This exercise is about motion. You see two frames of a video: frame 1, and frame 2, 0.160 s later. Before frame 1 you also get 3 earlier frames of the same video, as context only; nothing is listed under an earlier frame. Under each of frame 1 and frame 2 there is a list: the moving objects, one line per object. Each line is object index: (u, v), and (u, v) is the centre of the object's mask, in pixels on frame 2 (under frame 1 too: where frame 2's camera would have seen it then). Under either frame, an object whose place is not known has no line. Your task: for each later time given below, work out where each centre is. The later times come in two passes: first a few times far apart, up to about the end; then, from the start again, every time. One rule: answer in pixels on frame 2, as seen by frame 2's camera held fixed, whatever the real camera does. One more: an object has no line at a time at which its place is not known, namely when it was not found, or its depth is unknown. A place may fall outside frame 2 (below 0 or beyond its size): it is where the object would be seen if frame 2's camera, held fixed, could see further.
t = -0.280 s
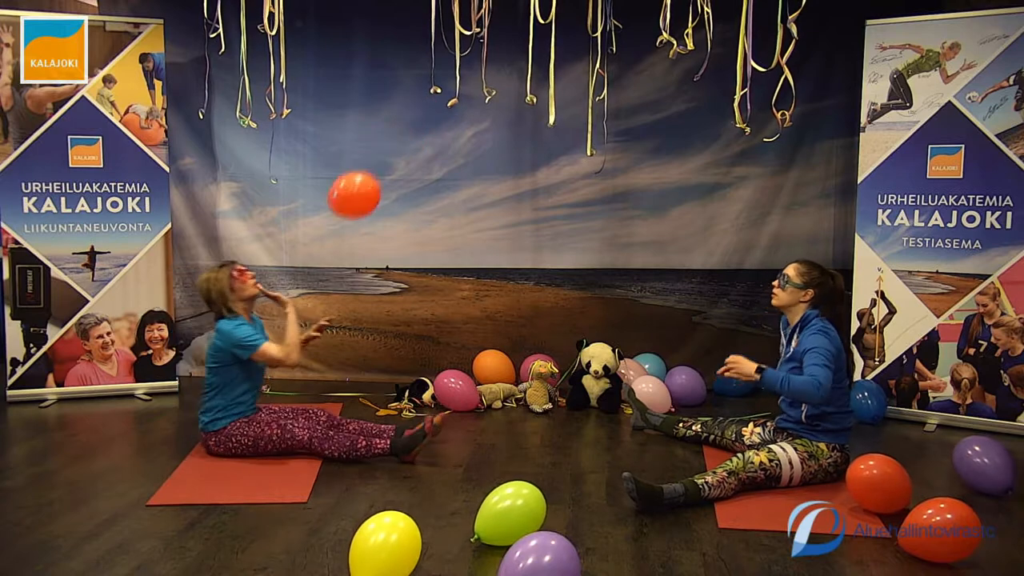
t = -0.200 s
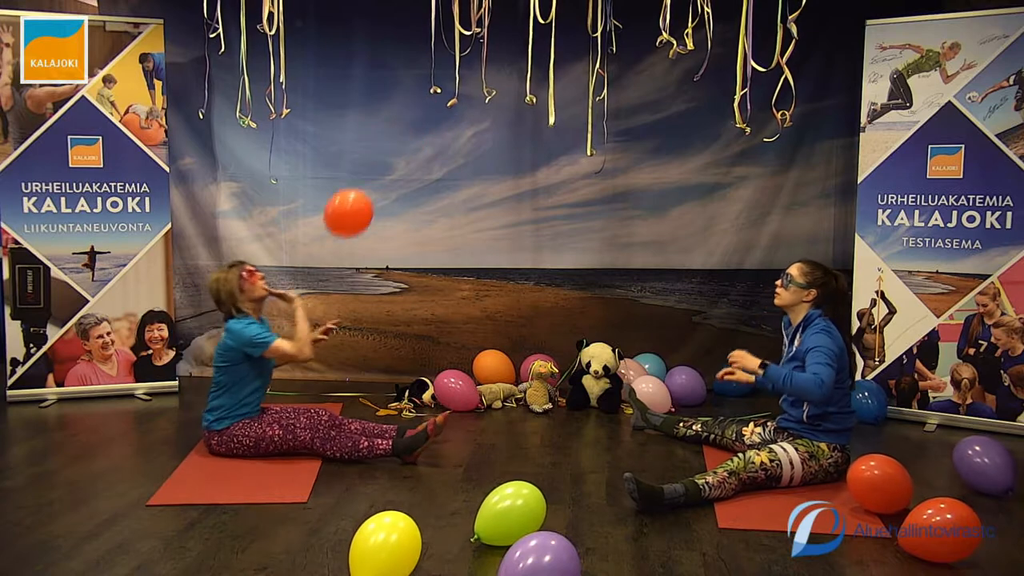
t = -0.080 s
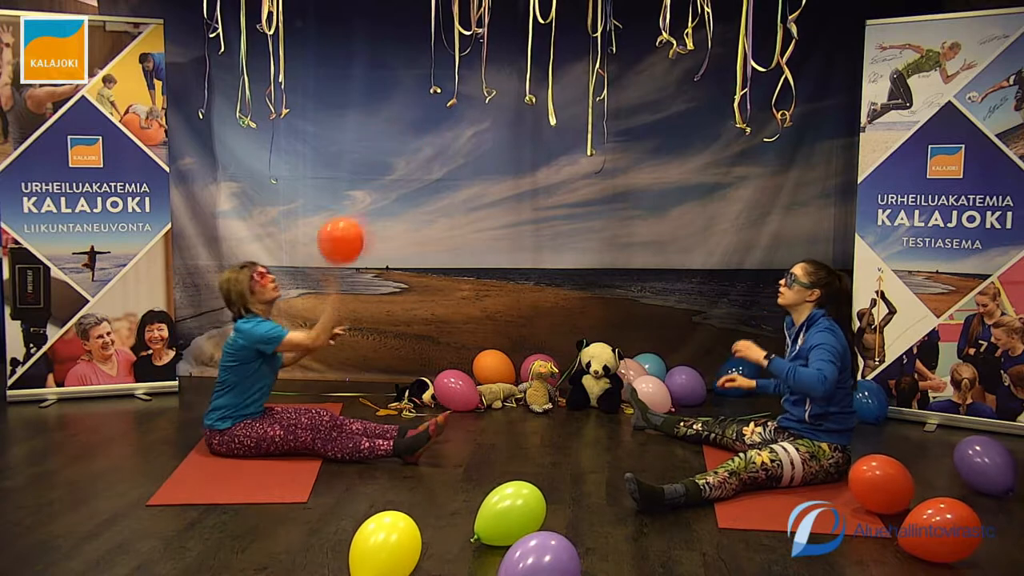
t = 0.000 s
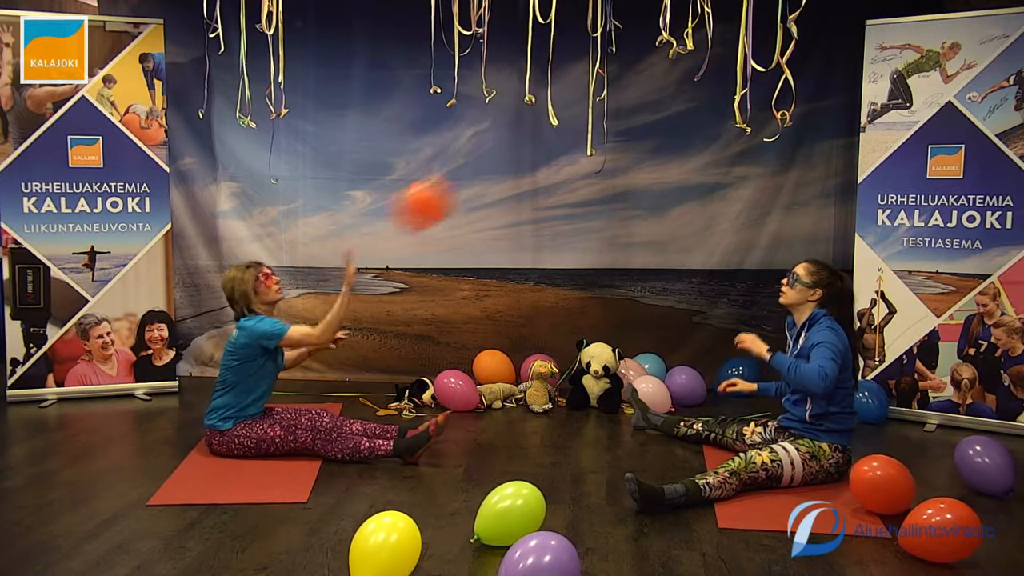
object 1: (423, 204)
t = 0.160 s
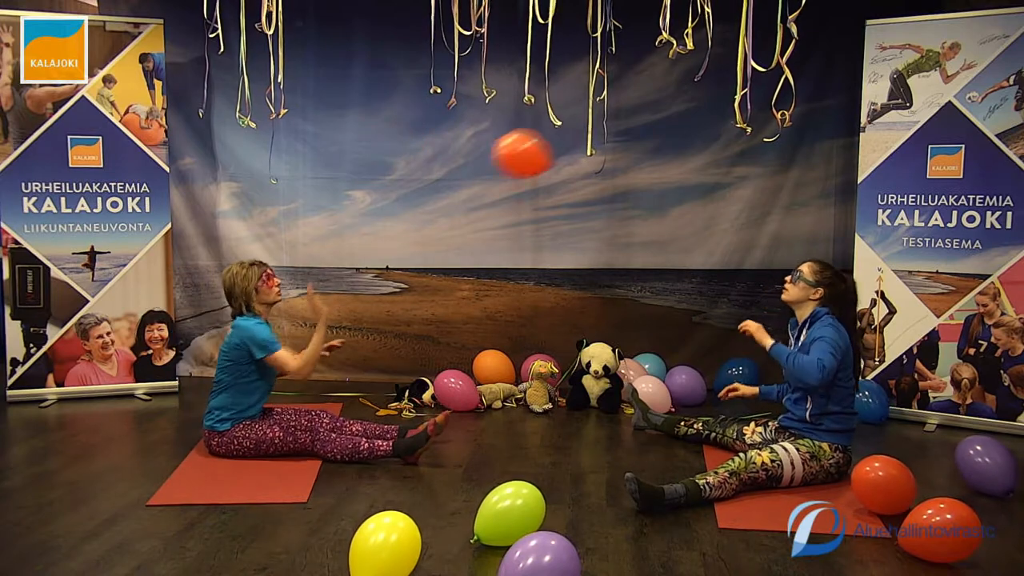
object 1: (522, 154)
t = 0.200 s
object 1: (536, 148)
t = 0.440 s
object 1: (584, 142)
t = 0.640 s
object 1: (600, 157)
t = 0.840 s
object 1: (614, 179)
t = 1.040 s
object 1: (623, 216)
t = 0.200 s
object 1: (536, 148)
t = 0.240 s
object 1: (548, 144)
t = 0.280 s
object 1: (558, 140)
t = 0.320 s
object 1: (566, 138)
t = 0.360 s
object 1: (573, 139)
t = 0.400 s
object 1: (579, 139)
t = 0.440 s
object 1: (584, 142)
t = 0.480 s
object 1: (588, 144)
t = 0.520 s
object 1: (591, 147)
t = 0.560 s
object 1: (594, 150)
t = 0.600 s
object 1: (597, 153)
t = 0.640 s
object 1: (600, 157)
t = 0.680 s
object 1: (603, 160)
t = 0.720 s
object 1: (606, 164)
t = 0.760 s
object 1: (609, 169)
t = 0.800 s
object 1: (611, 173)
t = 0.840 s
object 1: (614, 179)
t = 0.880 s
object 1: (617, 185)
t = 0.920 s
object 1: (619, 192)
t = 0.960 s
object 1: (620, 200)
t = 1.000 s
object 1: (622, 207)
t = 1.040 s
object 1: (623, 216)
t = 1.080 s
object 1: (624, 225)
